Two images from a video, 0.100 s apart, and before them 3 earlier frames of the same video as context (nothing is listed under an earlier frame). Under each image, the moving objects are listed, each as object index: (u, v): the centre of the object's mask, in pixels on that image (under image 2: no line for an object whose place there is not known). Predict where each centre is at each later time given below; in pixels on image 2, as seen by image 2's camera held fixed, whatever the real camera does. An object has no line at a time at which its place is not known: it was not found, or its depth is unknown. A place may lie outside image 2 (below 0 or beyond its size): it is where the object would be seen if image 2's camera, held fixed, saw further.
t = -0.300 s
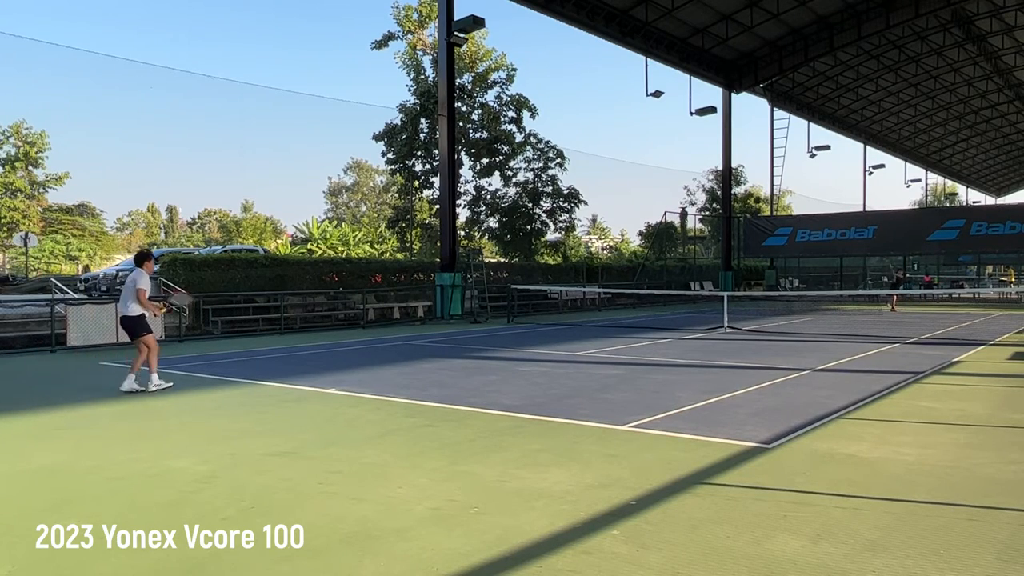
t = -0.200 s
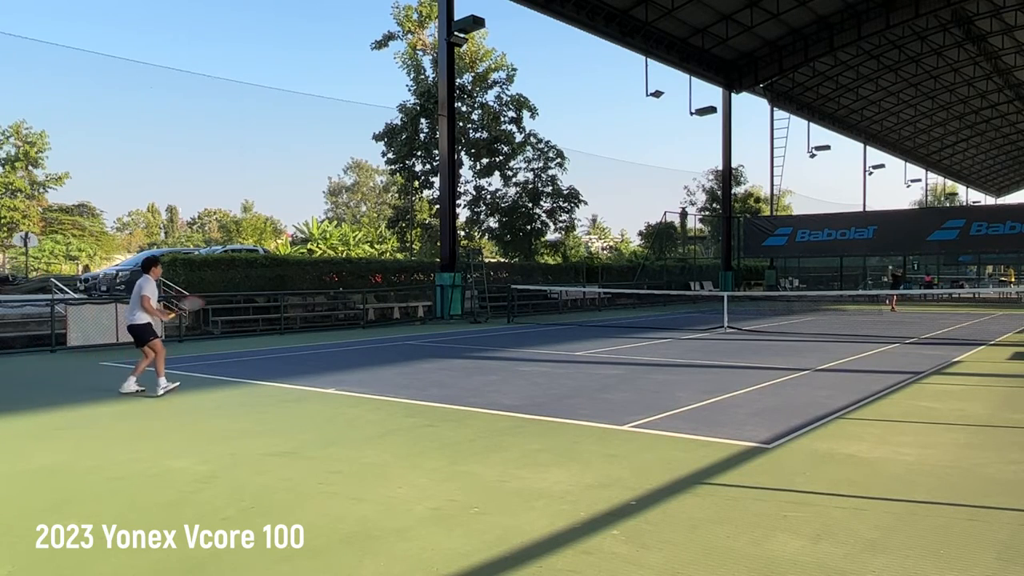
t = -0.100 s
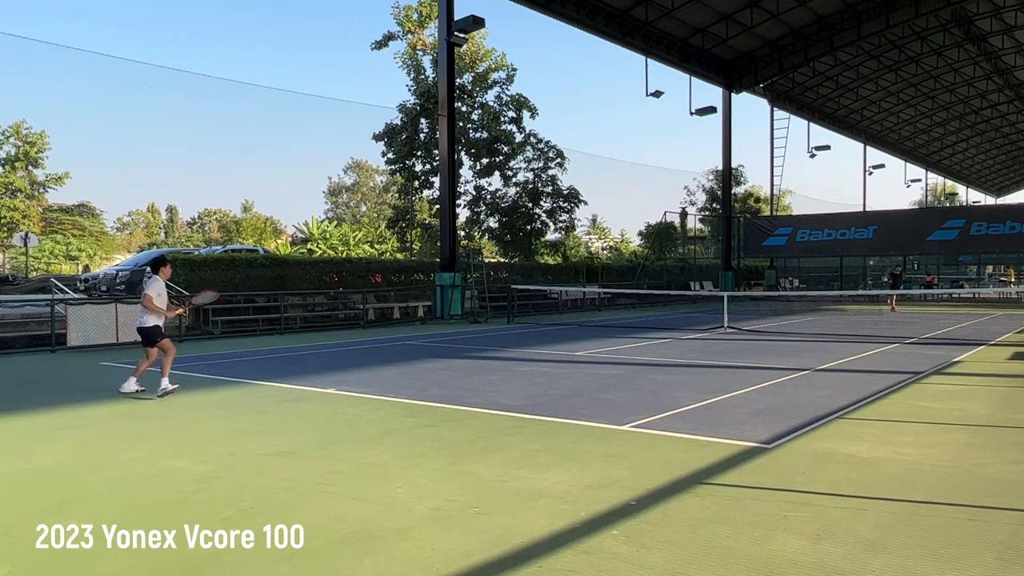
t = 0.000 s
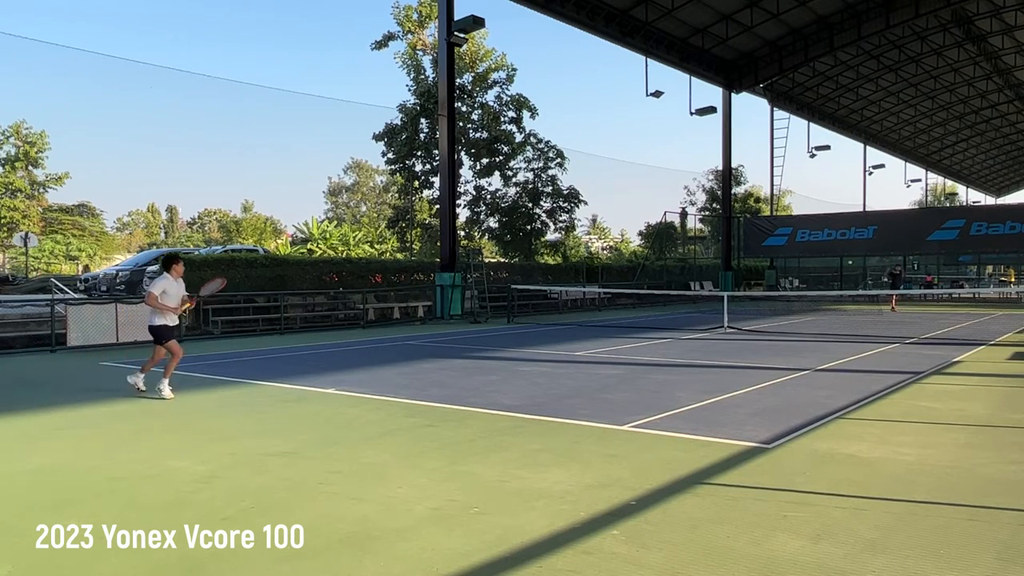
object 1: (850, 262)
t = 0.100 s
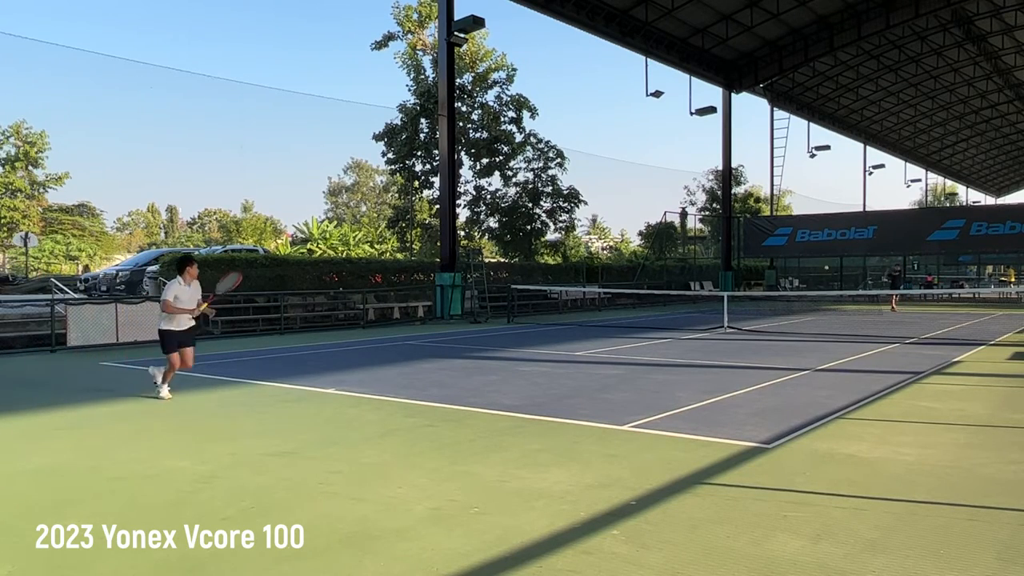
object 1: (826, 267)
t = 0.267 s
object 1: (780, 292)
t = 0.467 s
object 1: (706, 361)
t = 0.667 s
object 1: (625, 334)
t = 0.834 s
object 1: (538, 316)
